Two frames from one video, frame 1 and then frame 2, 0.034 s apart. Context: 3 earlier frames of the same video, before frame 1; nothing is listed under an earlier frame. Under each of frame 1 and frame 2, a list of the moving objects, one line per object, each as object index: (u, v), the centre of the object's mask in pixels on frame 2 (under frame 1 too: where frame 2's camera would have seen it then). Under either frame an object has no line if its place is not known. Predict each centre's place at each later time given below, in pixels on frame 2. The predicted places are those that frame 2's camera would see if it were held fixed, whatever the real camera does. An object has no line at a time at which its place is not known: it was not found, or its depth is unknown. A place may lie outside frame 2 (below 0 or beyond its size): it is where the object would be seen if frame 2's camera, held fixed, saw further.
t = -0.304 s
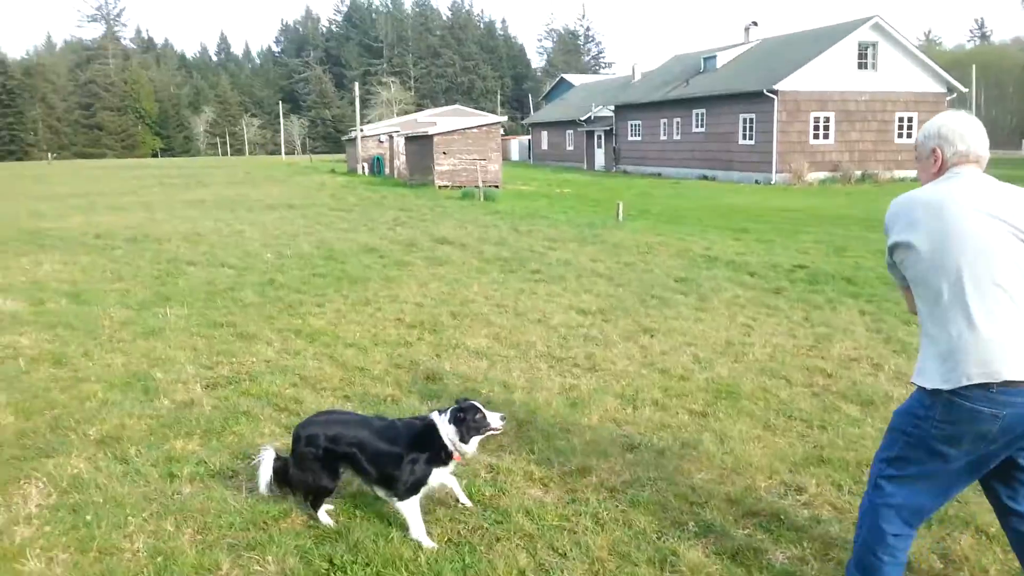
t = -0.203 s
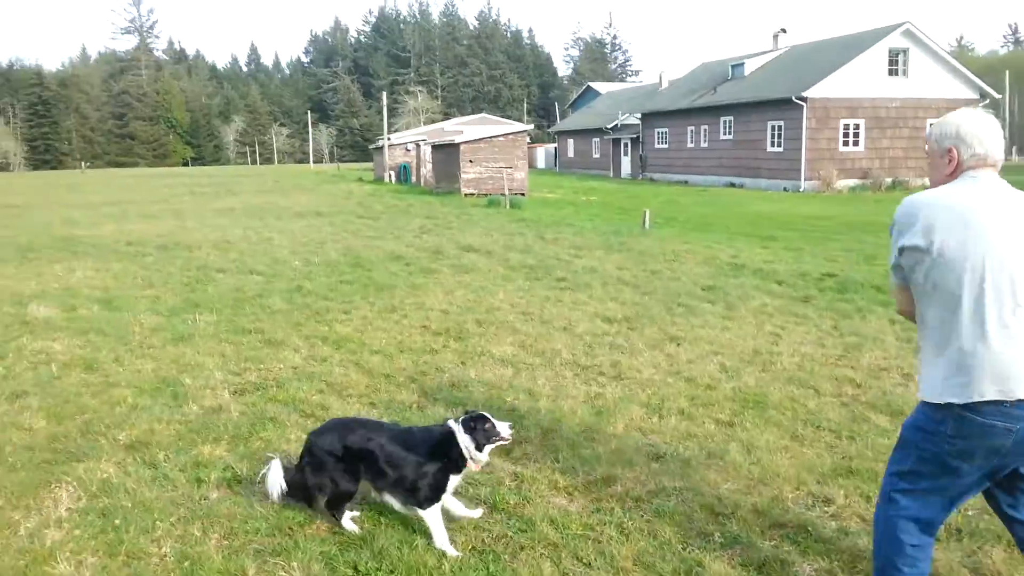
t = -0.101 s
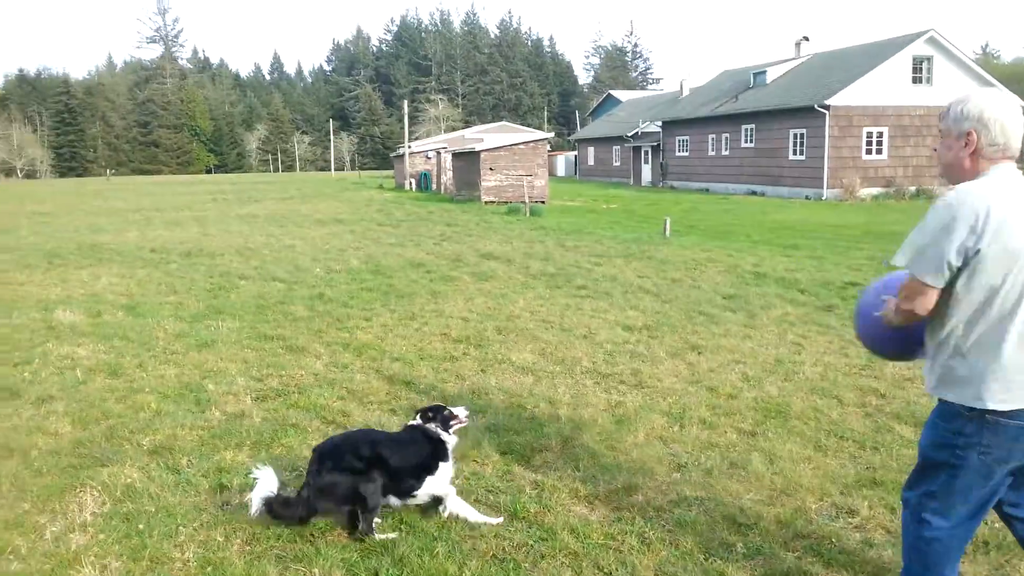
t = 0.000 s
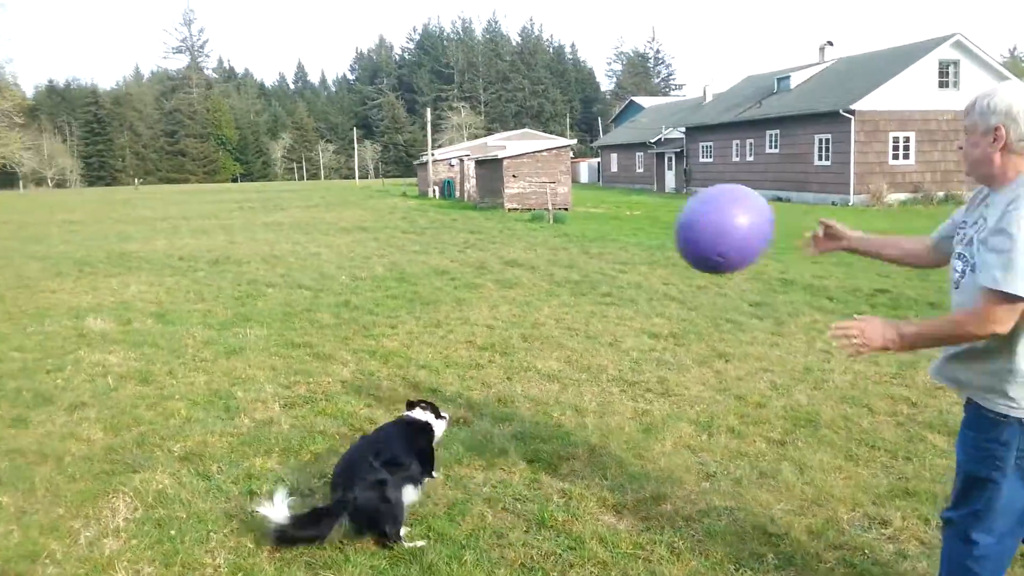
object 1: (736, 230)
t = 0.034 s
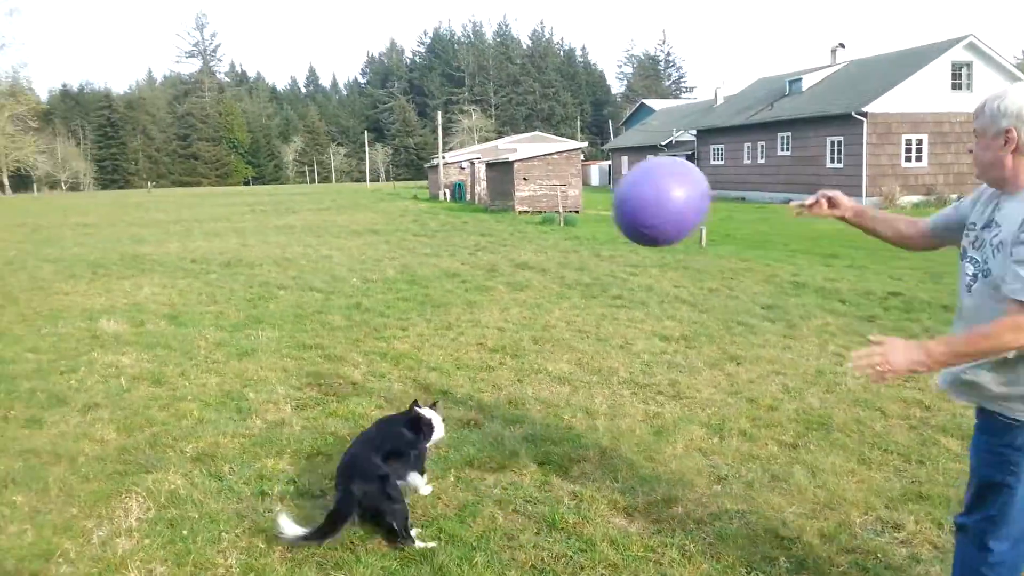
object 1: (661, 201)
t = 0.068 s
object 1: (585, 174)
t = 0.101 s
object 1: (509, 148)
